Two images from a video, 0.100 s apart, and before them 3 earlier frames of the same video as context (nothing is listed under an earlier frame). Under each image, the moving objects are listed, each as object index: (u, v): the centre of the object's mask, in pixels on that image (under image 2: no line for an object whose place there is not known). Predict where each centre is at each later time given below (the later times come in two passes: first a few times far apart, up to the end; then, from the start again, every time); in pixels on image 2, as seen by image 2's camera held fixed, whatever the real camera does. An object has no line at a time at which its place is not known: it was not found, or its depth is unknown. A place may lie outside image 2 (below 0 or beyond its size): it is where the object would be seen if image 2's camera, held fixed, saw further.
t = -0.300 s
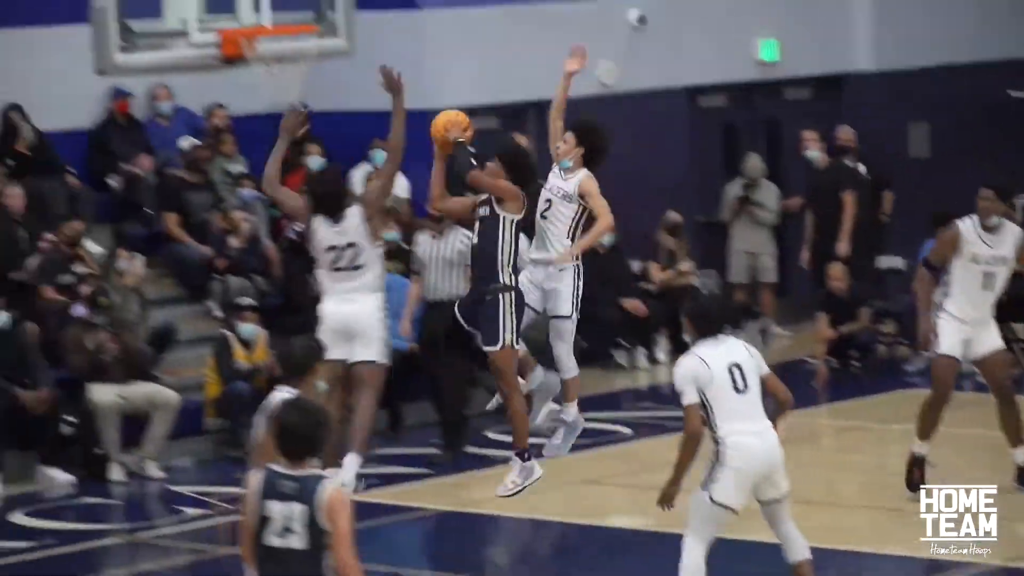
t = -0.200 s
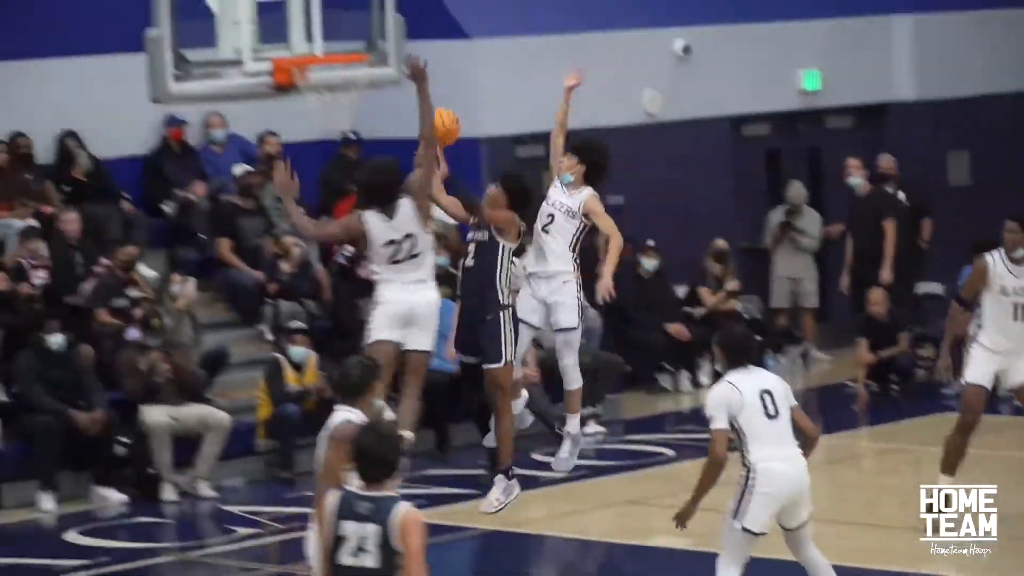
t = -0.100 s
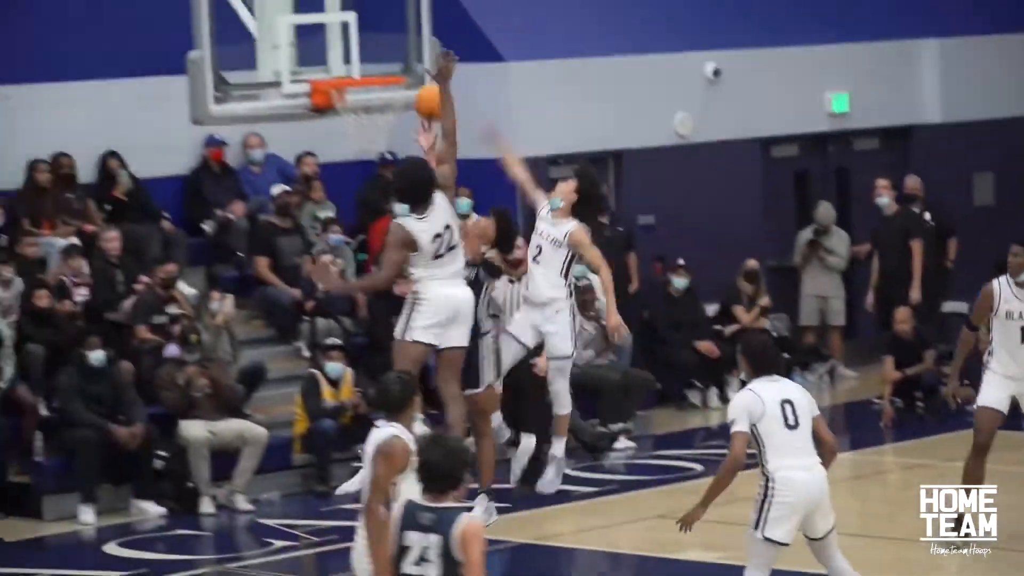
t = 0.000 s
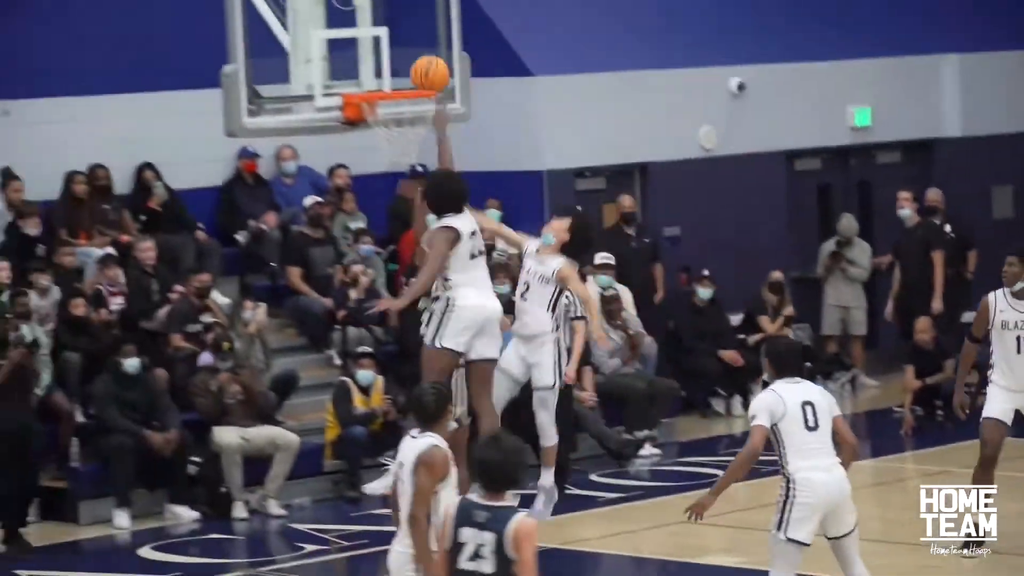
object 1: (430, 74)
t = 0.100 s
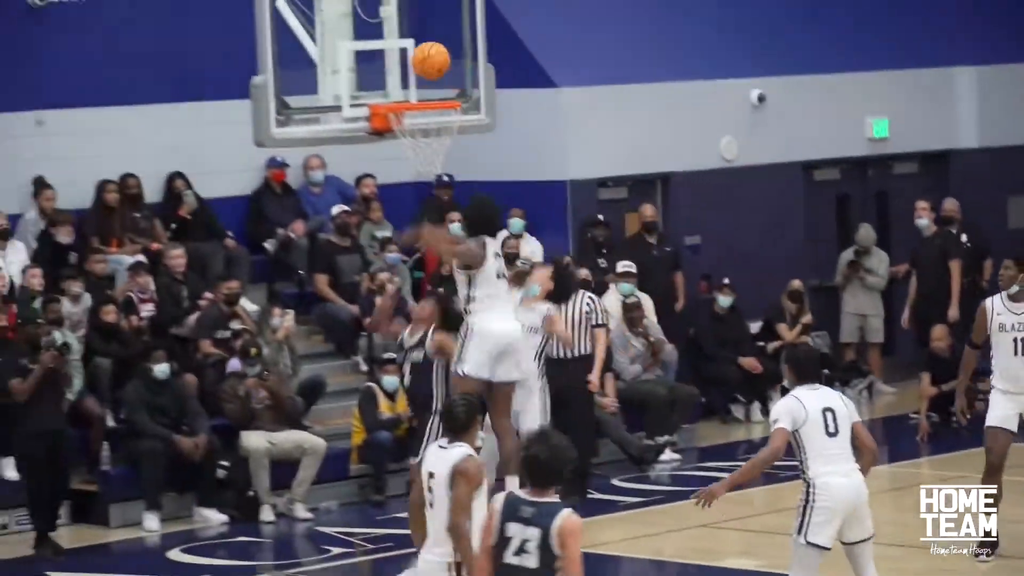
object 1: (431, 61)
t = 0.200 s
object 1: (434, 52)
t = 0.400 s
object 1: (445, 81)
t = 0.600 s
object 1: (411, 100)
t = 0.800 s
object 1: (416, 153)
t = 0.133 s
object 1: (432, 56)
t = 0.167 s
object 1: (433, 54)
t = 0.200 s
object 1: (434, 52)
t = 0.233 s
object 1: (434, 52)
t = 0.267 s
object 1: (437, 55)
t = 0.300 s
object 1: (438, 59)
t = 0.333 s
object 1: (440, 64)
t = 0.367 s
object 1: (442, 71)
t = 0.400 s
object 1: (445, 81)
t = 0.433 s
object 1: (444, 86)
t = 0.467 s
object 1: (436, 85)
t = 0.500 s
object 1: (430, 86)
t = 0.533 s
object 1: (424, 88)
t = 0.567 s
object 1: (416, 90)
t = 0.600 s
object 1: (411, 100)
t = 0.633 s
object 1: (407, 108)
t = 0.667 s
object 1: (405, 116)
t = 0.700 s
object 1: (408, 123)
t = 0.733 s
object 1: (410, 132)
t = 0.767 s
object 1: (413, 142)
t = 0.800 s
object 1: (416, 153)
